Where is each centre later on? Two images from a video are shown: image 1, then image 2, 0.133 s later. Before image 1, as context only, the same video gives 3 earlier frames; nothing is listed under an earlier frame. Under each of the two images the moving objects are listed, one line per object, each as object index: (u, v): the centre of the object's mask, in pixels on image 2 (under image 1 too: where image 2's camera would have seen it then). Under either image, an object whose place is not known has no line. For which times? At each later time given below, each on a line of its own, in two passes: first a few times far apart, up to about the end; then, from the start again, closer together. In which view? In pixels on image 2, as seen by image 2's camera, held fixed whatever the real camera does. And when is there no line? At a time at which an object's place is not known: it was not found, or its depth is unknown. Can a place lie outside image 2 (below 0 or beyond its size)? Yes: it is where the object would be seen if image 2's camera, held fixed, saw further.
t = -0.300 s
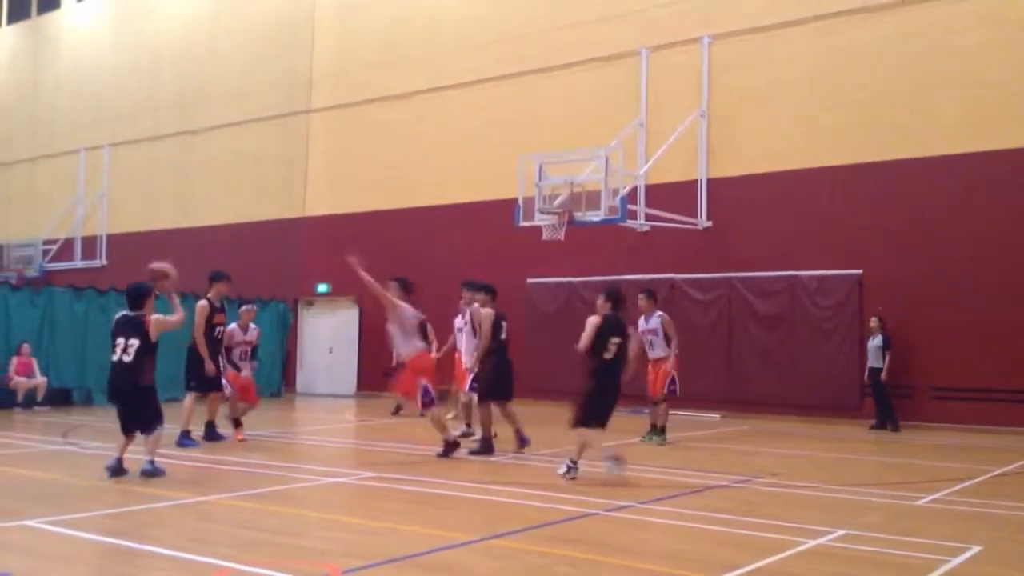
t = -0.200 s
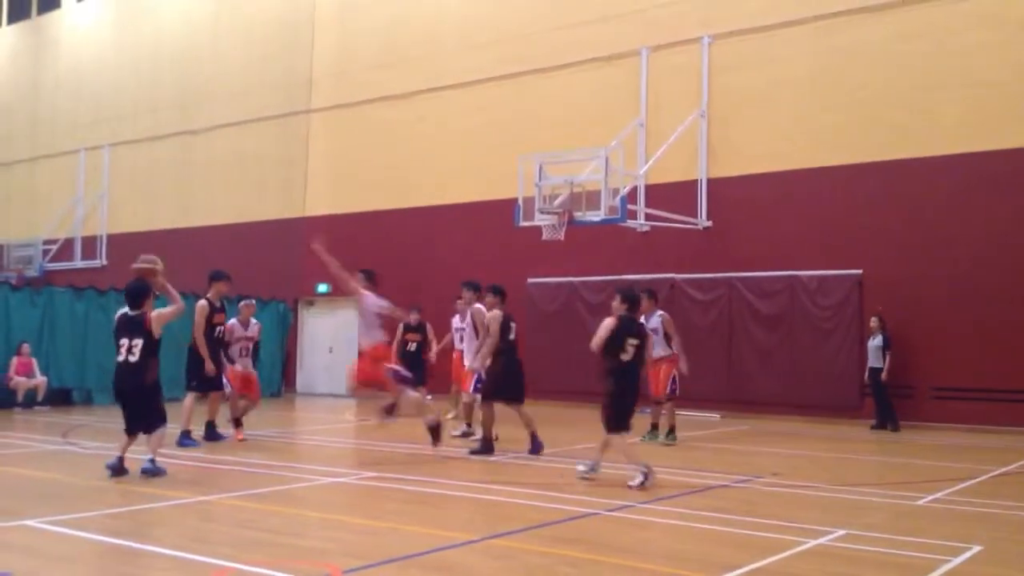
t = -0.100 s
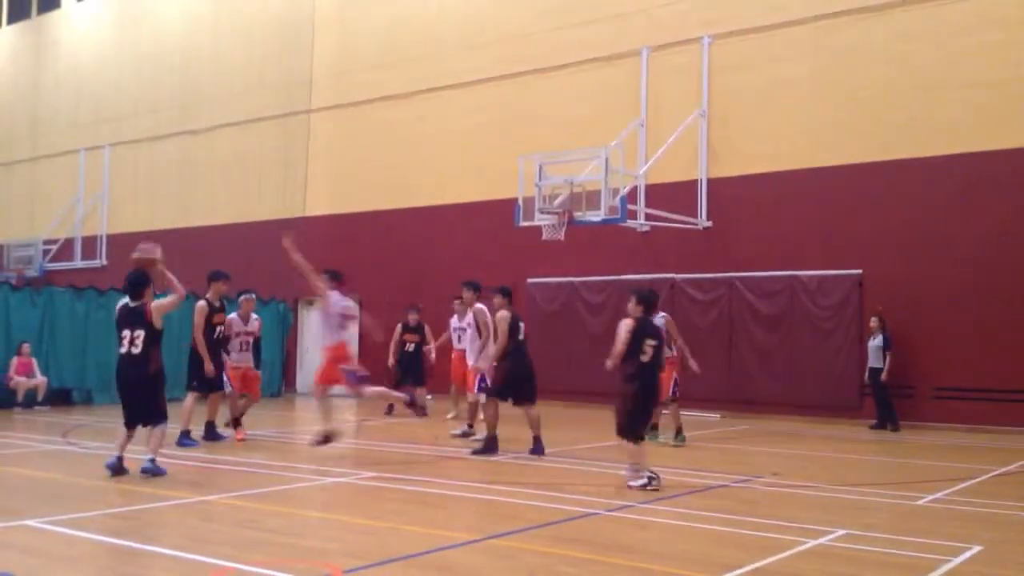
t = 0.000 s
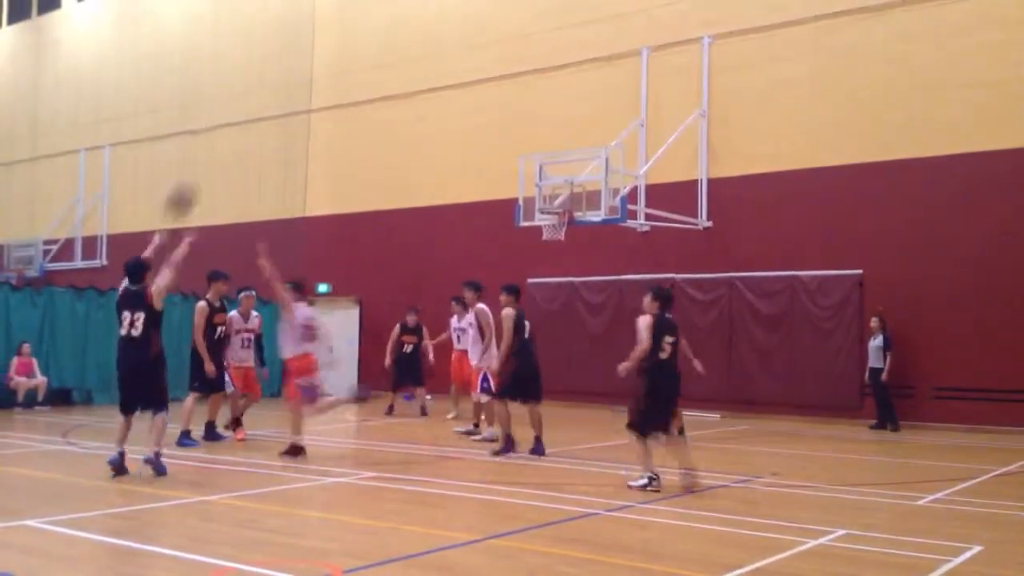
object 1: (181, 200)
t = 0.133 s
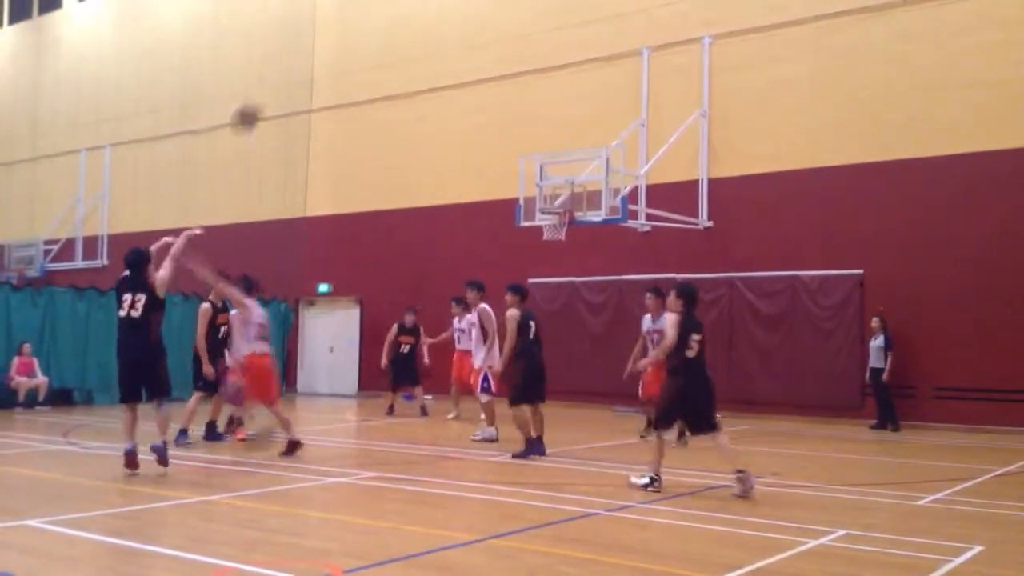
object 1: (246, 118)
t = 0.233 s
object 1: (289, 73)
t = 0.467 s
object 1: (371, 20)
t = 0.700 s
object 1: (436, 22)
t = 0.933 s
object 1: (490, 61)
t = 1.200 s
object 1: (541, 144)
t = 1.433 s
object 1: (568, 176)
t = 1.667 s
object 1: (563, 138)
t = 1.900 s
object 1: (559, 135)
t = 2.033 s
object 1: (556, 150)
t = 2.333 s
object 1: (554, 202)
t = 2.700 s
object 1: (545, 202)
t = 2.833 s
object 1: (545, 202)
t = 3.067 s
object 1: (549, 212)
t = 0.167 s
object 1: (262, 100)
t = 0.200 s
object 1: (276, 86)
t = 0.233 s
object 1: (289, 73)
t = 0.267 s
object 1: (302, 62)
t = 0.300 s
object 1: (314, 52)
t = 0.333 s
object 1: (326, 43)
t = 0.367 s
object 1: (338, 36)
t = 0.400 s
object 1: (349, 30)
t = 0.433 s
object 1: (360, 25)
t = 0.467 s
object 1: (371, 20)
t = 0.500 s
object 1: (381, 18)
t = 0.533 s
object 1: (391, 16)
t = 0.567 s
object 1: (400, 15)
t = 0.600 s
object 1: (410, 15)
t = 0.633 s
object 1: (418, 17)
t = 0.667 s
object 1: (428, 19)
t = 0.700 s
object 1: (436, 22)
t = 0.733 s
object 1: (445, 25)
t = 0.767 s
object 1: (453, 29)
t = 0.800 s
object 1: (461, 34)
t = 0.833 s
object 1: (468, 40)
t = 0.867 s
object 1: (476, 47)
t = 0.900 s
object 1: (483, 54)
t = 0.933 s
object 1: (490, 61)
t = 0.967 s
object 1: (497, 70)
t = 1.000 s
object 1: (504, 79)
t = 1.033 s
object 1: (511, 88)
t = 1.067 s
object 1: (518, 99)
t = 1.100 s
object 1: (524, 111)
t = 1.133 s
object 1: (530, 121)
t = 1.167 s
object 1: (535, 133)
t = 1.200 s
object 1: (541, 144)
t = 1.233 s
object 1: (546, 157)
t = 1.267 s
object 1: (550, 170)
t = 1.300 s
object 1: (556, 183)
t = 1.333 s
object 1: (564, 199)
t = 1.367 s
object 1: (564, 202)
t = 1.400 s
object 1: (568, 185)
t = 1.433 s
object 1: (568, 176)
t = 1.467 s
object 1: (567, 169)
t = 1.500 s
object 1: (566, 161)
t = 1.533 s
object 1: (566, 155)
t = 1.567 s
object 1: (565, 149)
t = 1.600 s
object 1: (565, 144)
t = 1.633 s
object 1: (564, 140)
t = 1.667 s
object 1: (563, 138)
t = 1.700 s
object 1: (562, 135)
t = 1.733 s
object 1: (562, 133)
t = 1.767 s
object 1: (561, 132)
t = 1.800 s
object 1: (561, 131)
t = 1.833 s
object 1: (560, 132)
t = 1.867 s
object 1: (560, 133)
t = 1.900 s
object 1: (559, 135)
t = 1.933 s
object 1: (558, 138)
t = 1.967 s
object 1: (557, 142)
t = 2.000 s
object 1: (557, 145)
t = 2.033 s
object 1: (556, 150)
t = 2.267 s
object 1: (551, 201)
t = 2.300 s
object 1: (553, 200)
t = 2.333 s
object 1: (554, 202)
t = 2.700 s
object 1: (545, 202)
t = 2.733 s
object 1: (544, 203)
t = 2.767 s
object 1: (543, 203)
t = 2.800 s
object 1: (544, 201)
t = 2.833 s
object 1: (545, 202)
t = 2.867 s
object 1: (545, 201)
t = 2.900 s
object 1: (545, 202)
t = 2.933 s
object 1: (546, 205)
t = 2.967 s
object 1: (547, 205)
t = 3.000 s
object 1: (548, 209)
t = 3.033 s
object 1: (548, 211)
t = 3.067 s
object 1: (549, 212)
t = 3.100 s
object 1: (552, 214)
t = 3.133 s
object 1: (550, 214)
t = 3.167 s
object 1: (557, 222)
